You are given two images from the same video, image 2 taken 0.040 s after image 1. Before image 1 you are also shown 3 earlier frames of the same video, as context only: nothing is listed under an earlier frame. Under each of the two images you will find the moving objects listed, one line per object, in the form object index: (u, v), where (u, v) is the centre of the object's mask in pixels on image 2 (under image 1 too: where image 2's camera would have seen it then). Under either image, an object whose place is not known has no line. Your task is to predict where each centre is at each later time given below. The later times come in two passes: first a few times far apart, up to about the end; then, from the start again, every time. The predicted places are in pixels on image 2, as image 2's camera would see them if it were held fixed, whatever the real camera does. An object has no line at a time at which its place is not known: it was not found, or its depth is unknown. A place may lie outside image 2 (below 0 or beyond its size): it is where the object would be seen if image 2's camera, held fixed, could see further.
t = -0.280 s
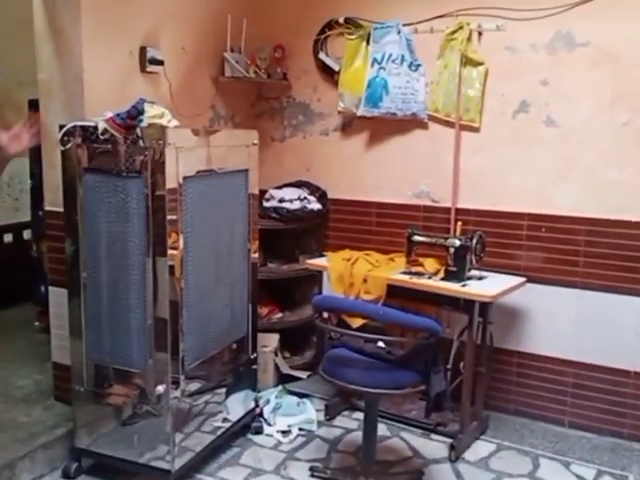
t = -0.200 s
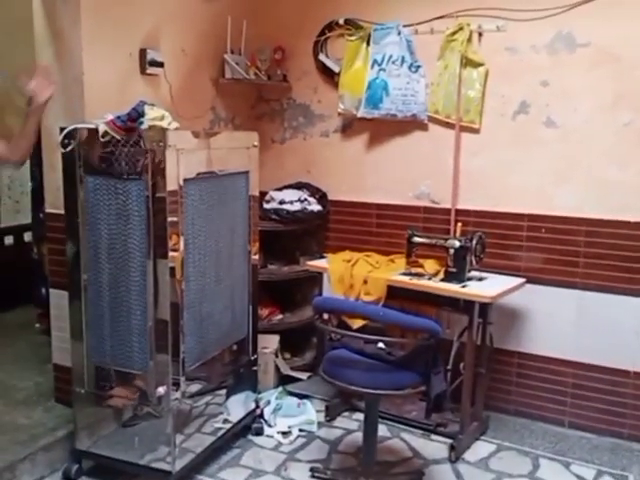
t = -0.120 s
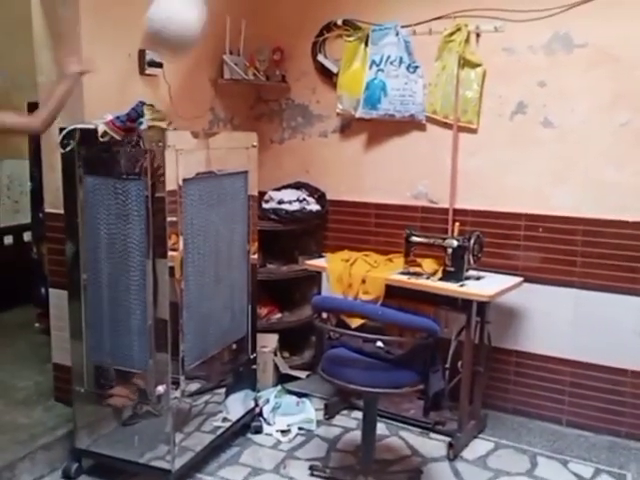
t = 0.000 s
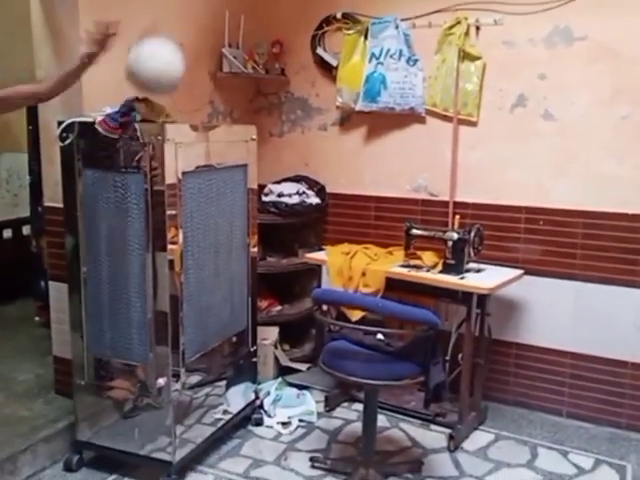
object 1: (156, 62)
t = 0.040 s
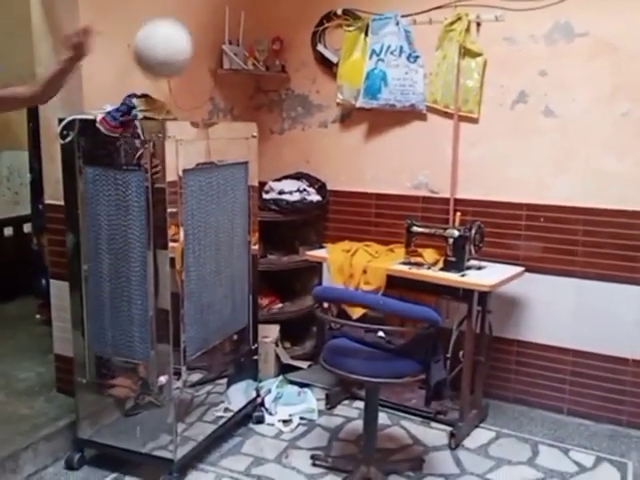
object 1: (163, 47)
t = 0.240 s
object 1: (212, 21)
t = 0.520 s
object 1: (289, 189)
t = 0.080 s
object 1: (170, 35)
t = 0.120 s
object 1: (186, 22)
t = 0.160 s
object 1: (195, 19)
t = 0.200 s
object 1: (204, 19)
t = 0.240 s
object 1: (212, 21)
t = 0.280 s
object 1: (220, 27)
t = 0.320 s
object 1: (229, 38)
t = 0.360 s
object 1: (248, 74)
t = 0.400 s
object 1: (258, 94)
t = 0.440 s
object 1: (268, 119)
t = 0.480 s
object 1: (278, 149)
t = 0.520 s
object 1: (289, 189)
